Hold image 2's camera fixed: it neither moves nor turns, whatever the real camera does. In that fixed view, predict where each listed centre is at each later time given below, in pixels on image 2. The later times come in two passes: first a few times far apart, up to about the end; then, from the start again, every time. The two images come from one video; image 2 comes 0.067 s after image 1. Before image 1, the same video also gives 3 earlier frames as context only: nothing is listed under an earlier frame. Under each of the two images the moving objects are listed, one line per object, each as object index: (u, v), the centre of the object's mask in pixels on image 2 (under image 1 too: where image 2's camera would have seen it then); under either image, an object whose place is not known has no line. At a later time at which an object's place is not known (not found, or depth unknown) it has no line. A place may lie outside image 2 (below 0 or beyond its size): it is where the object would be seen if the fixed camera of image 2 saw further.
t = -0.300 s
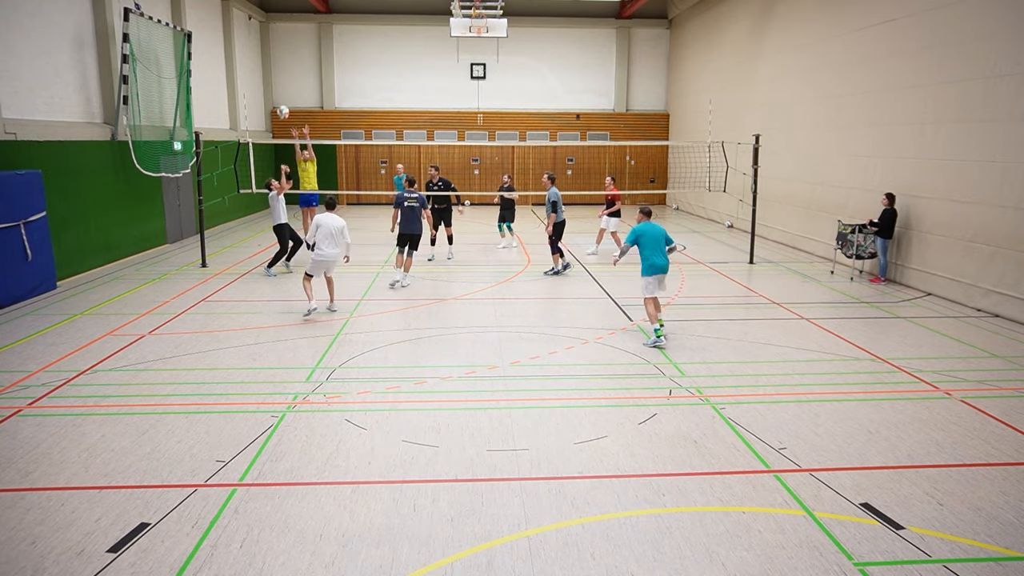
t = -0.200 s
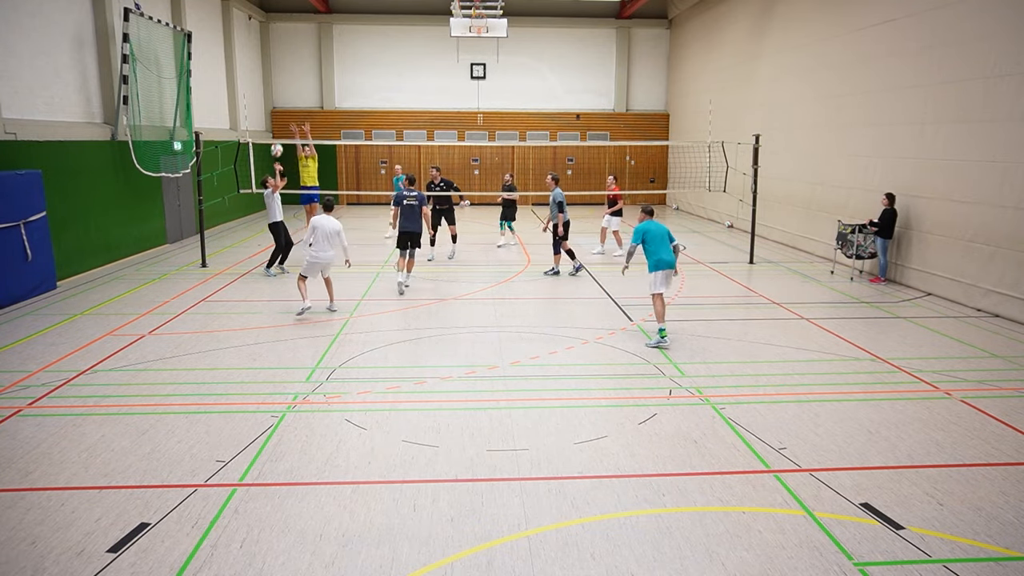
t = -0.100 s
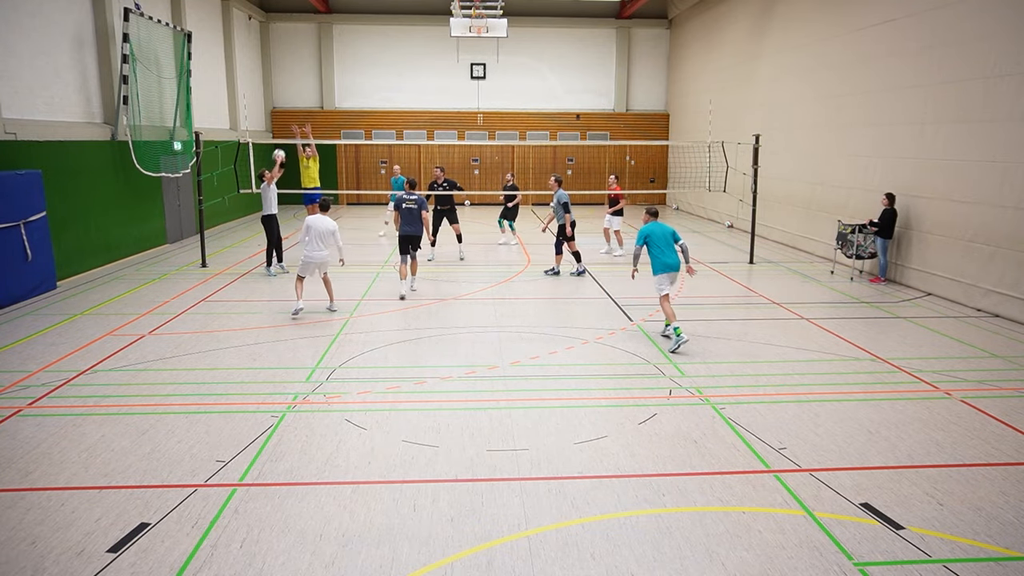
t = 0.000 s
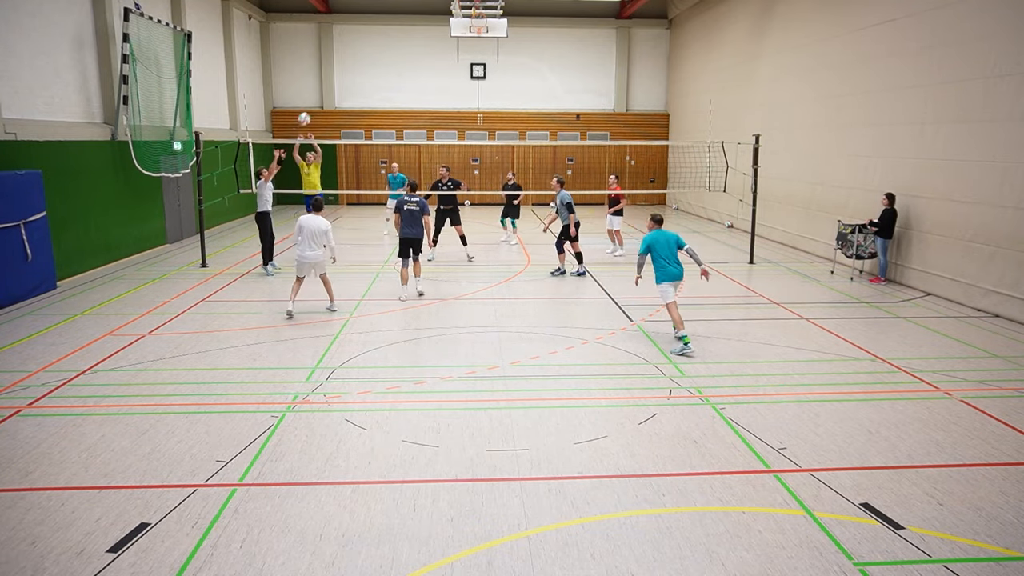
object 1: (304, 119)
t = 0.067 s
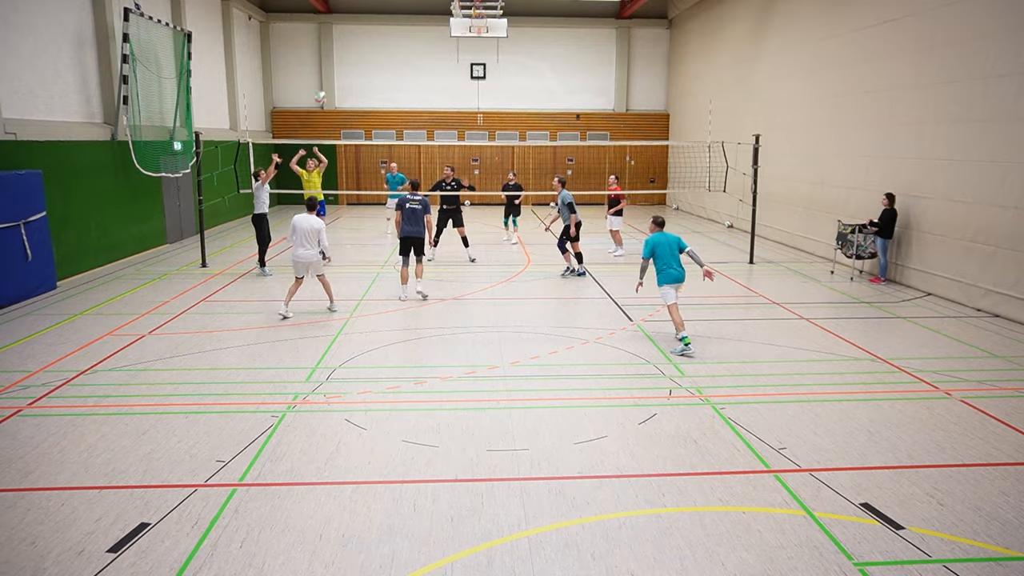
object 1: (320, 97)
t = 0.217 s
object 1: (359, 60)
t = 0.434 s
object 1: (414, 30)
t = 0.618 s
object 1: (459, 28)
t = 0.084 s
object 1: (325, 92)
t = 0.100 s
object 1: (329, 88)
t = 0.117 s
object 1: (333, 83)
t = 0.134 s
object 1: (337, 79)
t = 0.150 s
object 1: (342, 75)
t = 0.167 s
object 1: (346, 71)
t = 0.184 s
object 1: (351, 67)
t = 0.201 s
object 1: (355, 64)
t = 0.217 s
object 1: (359, 60)
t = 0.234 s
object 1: (364, 57)
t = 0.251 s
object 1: (368, 53)
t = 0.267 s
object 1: (372, 51)
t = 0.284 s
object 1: (376, 48)
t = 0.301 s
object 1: (381, 45)
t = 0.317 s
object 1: (385, 43)
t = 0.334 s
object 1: (389, 40)
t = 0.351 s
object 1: (393, 39)
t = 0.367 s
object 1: (397, 37)
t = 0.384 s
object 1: (402, 35)
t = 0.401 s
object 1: (406, 33)
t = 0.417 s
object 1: (410, 31)
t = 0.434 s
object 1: (414, 30)
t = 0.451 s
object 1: (418, 29)
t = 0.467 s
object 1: (423, 28)
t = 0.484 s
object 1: (427, 27)
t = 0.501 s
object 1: (431, 26)
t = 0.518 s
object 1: (435, 26)
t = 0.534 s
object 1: (439, 26)
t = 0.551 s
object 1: (443, 26)
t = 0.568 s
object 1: (446, 26)
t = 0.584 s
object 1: (450, 26)
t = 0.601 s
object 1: (455, 28)
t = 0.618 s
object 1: (459, 28)
